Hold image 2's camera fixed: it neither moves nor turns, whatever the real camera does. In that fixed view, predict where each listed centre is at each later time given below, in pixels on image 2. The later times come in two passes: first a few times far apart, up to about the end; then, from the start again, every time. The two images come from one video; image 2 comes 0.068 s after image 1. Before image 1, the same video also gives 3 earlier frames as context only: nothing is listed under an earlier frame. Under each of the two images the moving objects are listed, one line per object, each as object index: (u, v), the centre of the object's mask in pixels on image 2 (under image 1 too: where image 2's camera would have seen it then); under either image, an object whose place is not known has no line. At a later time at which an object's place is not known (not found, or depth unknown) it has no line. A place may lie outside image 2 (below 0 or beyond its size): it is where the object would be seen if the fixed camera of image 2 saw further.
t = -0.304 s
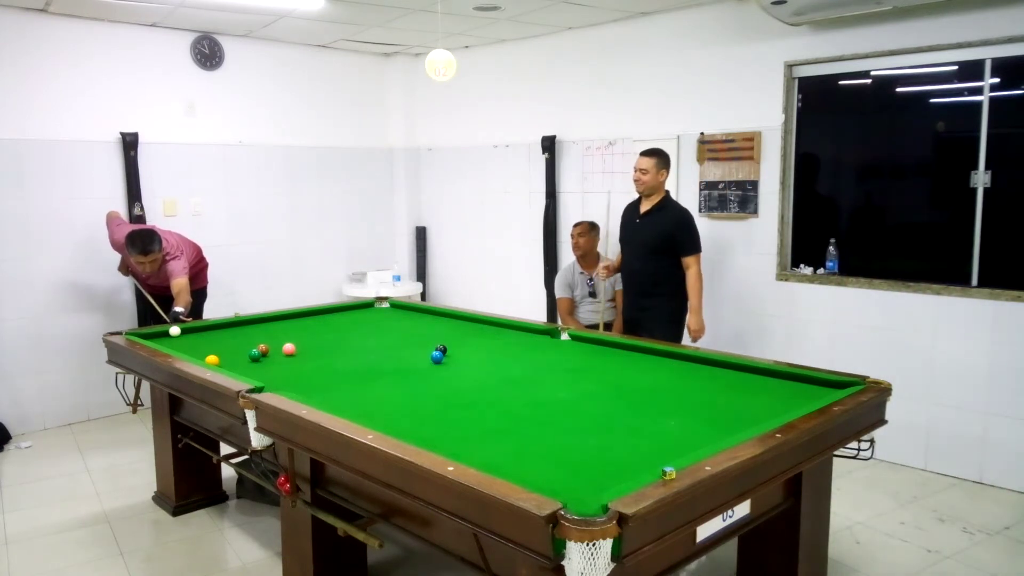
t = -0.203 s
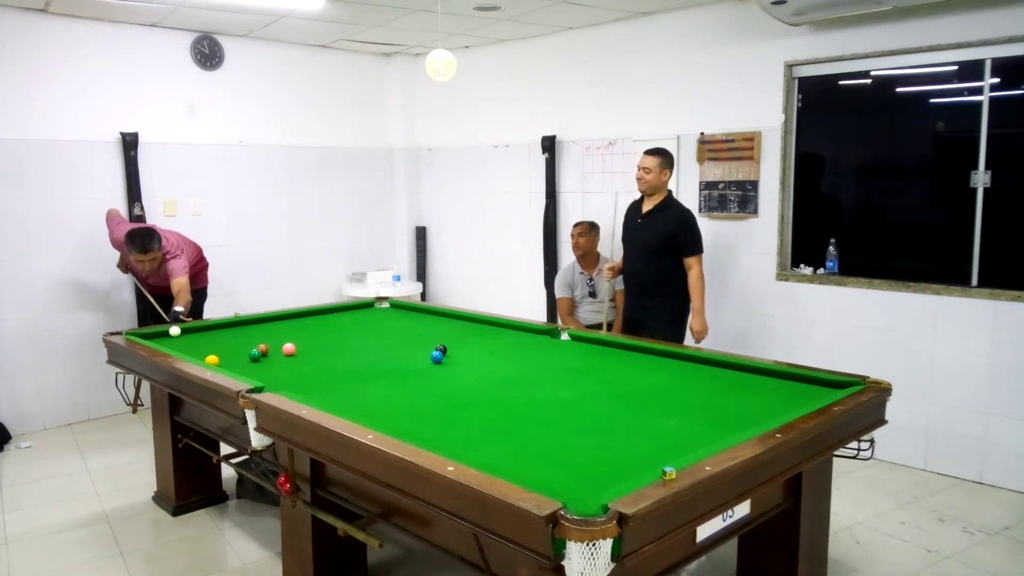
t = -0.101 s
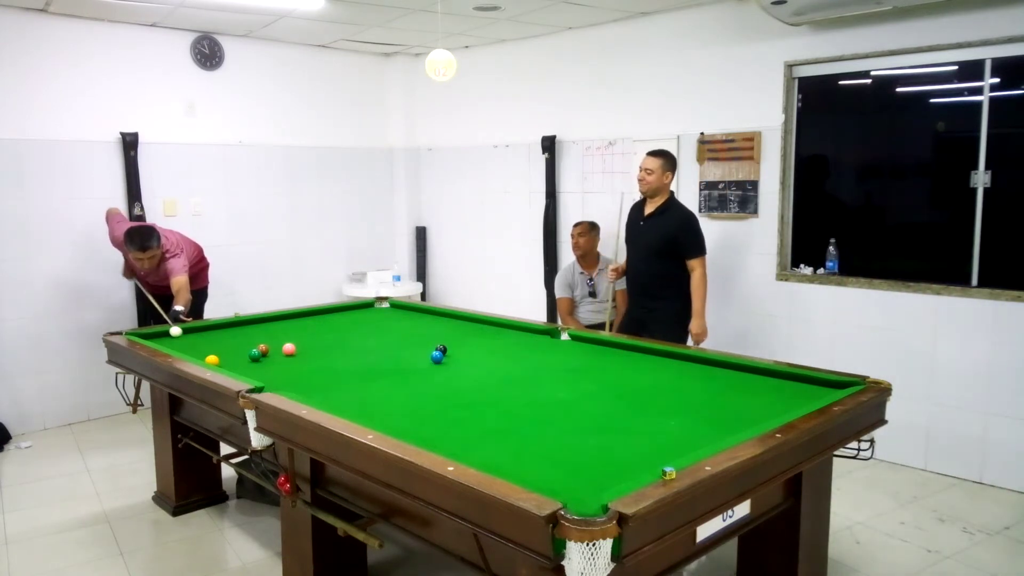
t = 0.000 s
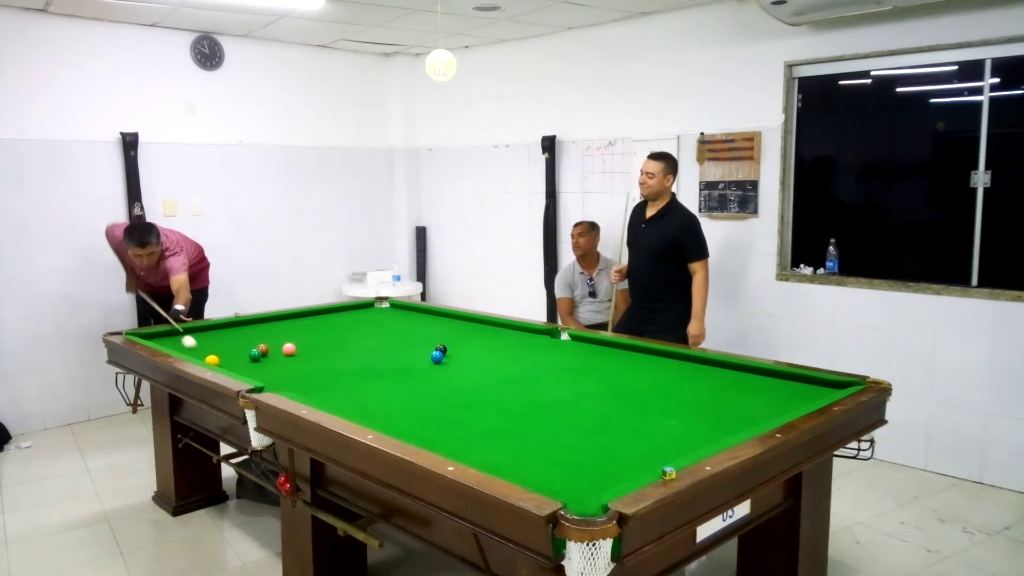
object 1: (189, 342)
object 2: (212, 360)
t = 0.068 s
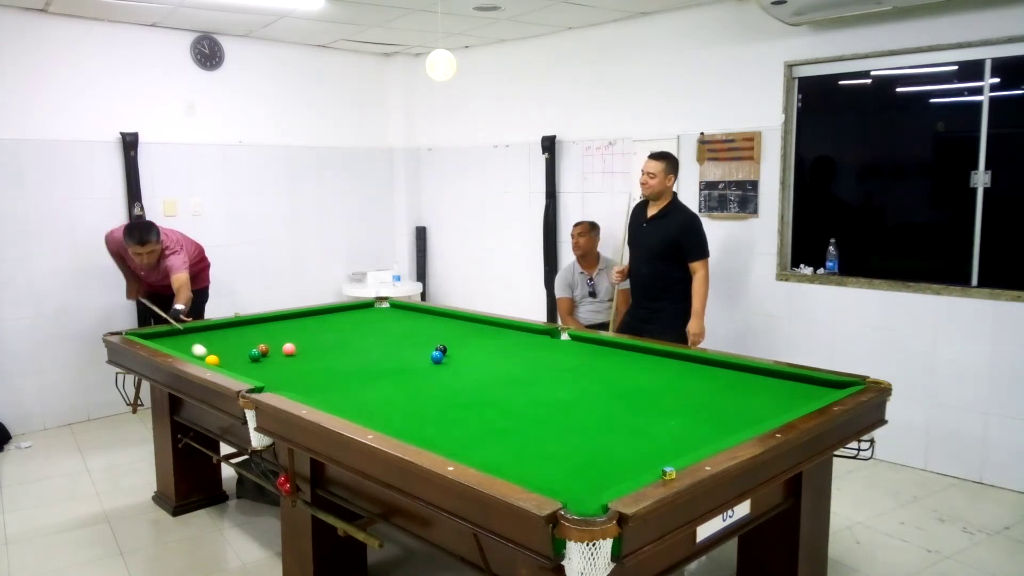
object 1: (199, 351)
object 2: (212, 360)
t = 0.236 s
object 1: (208, 359)
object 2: (252, 372)
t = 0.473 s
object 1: (221, 363)
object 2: (355, 392)
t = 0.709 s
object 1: (243, 370)
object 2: (458, 412)
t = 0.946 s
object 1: (267, 378)
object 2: (577, 436)
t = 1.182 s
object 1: (291, 386)
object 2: (663, 448)
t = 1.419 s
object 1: (317, 394)
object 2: (603, 421)
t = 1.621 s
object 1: (339, 401)
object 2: (568, 404)
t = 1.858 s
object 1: (366, 409)
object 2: (534, 388)
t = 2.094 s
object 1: (393, 418)
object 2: (505, 374)
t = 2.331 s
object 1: (420, 428)
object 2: (480, 362)
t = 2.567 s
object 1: (449, 437)
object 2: (460, 352)
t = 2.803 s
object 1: (479, 447)
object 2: (442, 341)
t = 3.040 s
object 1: (509, 457)
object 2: (426, 335)
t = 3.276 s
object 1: (540, 467)
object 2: (413, 329)
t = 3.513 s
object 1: (571, 478)
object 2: (401, 323)
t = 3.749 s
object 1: (601, 488)
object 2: (390, 317)
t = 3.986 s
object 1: (585, 485)
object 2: (381, 313)
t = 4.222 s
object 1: (567, 479)
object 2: (372, 309)
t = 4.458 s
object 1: (551, 475)
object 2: (366, 305)
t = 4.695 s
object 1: (538, 471)
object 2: (379, 305)
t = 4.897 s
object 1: (528, 469)
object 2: (390, 306)
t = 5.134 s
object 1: (519, 466)
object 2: (401, 307)
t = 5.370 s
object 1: (512, 464)
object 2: (409, 308)
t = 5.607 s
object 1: (506, 463)
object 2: (413, 309)
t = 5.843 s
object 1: (502, 462)
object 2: (417, 310)
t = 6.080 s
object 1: (501, 461)
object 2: (420, 311)
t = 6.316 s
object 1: (499, 462)
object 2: (423, 312)
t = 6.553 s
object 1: (500, 461)
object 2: (425, 313)
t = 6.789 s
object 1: (504, 460)
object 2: (427, 314)
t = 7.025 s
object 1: (500, 461)
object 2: (428, 314)
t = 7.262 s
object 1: (500, 461)
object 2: (429, 315)
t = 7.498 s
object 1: (500, 461)
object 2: (430, 315)
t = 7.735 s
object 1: (500, 461)
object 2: (430, 315)
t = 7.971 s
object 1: (500, 461)
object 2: (430, 315)
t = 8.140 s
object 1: (500, 461)
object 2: (430, 315)
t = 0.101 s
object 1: (203, 354)
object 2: (212, 360)
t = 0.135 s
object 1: (208, 357)
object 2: (216, 362)
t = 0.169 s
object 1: (208, 358)
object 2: (224, 365)
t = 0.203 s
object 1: (208, 358)
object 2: (238, 368)
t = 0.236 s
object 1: (208, 359)
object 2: (252, 372)
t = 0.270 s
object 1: (208, 359)
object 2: (267, 375)
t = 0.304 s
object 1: (208, 360)
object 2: (281, 378)
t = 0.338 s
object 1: (209, 360)
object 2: (296, 381)
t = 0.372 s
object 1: (212, 361)
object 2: (311, 384)
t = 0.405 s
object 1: (215, 362)
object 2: (326, 386)
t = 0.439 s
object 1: (218, 362)
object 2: (341, 389)
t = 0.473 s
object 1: (221, 363)
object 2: (355, 392)
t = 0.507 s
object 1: (224, 364)
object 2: (369, 395)
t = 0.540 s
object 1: (227, 365)
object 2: (384, 398)
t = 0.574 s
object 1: (231, 366)
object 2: (399, 401)
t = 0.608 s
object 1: (234, 367)
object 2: (413, 403)
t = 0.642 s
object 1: (237, 368)
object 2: (428, 406)
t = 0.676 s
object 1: (240, 369)
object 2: (443, 409)
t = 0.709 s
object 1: (243, 370)
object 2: (458, 412)
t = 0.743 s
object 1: (247, 372)
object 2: (473, 415)
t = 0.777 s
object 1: (250, 372)
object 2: (490, 418)
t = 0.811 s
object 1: (253, 374)
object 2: (506, 422)
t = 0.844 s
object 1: (257, 375)
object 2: (523, 425)
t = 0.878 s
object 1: (260, 376)
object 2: (540, 428)
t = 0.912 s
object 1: (264, 377)
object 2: (558, 432)
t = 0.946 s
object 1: (267, 378)
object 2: (577, 436)
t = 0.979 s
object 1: (271, 380)
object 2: (596, 439)
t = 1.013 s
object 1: (274, 381)
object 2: (615, 443)
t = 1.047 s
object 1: (278, 382)
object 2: (635, 447)
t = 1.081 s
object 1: (281, 383)
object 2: (656, 451)
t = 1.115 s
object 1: (284, 384)
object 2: (674, 453)
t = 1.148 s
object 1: (288, 385)
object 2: (674, 452)
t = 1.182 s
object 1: (291, 386)
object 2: (663, 448)
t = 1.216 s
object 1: (295, 387)
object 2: (651, 443)
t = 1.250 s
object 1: (299, 388)
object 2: (641, 439)
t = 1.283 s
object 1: (302, 389)
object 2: (632, 435)
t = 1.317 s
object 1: (306, 390)
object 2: (624, 431)
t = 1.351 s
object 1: (310, 391)
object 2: (617, 428)
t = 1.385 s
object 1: (313, 393)
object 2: (610, 425)
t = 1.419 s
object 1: (317, 394)
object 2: (603, 421)
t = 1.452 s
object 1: (321, 395)
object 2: (597, 418)
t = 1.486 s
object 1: (324, 396)
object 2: (591, 415)
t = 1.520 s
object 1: (328, 397)
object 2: (585, 412)
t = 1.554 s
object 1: (332, 398)
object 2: (579, 410)
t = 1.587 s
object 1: (336, 400)
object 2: (573, 407)
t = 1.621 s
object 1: (339, 401)
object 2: (568, 404)
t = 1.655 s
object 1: (343, 402)
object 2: (563, 402)
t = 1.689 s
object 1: (347, 403)
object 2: (557, 399)
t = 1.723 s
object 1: (350, 405)
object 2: (552, 397)
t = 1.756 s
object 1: (354, 406)
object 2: (548, 394)
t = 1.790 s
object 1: (358, 407)
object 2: (543, 392)
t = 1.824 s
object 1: (362, 408)
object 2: (538, 390)
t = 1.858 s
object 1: (366, 409)
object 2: (534, 388)
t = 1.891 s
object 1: (369, 411)
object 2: (529, 386)
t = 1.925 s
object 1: (373, 412)
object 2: (525, 384)
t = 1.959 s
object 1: (377, 413)
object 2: (521, 382)
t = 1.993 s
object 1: (381, 414)
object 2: (516, 379)
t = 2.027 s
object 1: (385, 416)
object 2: (512, 377)
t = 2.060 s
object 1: (389, 417)
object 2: (508, 376)
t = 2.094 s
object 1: (393, 418)
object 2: (505, 374)
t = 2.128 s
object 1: (397, 420)
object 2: (501, 372)
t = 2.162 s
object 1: (401, 421)
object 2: (497, 370)
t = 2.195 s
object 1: (404, 422)
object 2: (494, 368)
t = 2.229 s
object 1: (408, 424)
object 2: (490, 367)
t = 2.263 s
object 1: (412, 425)
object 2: (487, 365)
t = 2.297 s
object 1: (417, 426)
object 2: (484, 364)
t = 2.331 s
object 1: (420, 428)
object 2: (480, 362)
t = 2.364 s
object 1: (424, 429)
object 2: (477, 360)
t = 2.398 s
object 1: (428, 430)
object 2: (474, 359)
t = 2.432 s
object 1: (432, 432)
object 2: (471, 357)
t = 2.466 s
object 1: (437, 433)
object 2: (468, 356)
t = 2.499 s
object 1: (441, 435)
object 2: (466, 355)
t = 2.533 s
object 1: (445, 436)
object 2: (463, 353)
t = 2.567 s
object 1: (449, 437)
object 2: (460, 352)
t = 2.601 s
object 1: (453, 439)
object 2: (457, 350)
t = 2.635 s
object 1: (457, 440)
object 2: (455, 349)
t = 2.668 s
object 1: (462, 441)
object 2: (452, 348)
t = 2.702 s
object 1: (466, 443)
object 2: (450, 346)
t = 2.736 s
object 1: (470, 444)
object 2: (448, 344)
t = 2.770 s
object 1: (474, 445)
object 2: (445, 343)
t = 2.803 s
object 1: (479, 447)
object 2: (442, 341)
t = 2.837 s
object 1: (483, 448)
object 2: (440, 341)
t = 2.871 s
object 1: (487, 450)
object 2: (437, 340)
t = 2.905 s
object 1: (492, 451)
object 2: (435, 339)
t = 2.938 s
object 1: (496, 453)
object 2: (433, 338)
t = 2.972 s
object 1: (500, 454)
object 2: (431, 337)
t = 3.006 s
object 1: (505, 456)
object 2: (428, 336)
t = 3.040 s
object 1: (509, 457)
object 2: (426, 335)
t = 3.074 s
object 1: (513, 459)
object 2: (424, 334)
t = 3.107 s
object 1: (518, 460)
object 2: (422, 333)
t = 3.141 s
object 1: (522, 461)
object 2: (420, 332)
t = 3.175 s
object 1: (527, 463)
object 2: (419, 331)
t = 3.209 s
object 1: (531, 465)
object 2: (417, 330)
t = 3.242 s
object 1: (535, 466)
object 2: (415, 330)
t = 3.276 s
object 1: (540, 467)
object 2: (413, 329)
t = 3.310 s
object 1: (544, 469)
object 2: (411, 328)
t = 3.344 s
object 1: (549, 471)
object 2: (409, 327)
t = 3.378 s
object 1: (553, 472)
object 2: (408, 326)
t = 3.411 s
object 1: (558, 474)
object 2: (406, 325)
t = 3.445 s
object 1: (562, 475)
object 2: (404, 324)
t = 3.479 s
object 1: (567, 477)
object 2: (403, 324)
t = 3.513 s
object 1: (571, 478)
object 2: (401, 323)
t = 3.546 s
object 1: (576, 480)
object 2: (399, 322)
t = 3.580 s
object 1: (580, 481)
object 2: (398, 321)
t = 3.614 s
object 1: (585, 483)
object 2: (396, 320)
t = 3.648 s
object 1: (589, 485)
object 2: (395, 319)
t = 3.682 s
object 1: (594, 486)
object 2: (393, 319)
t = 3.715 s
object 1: (598, 487)
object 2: (392, 318)
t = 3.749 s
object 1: (601, 488)
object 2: (390, 317)
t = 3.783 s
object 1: (601, 488)
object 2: (389, 317)
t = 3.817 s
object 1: (599, 488)
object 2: (388, 316)
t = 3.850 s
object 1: (596, 487)
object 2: (386, 315)
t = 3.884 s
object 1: (594, 487)
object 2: (385, 315)
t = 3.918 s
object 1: (591, 486)
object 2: (383, 314)
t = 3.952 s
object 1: (588, 485)
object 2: (382, 313)
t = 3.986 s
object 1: (585, 485)
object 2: (381, 313)
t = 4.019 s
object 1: (582, 484)
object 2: (380, 312)
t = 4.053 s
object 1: (580, 483)
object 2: (378, 312)
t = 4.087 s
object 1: (577, 482)
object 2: (377, 311)
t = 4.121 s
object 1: (574, 481)
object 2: (376, 310)
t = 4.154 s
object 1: (572, 481)
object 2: (375, 310)
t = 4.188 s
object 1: (569, 480)
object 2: (374, 309)
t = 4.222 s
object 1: (567, 479)
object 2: (372, 309)
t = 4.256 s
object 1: (564, 479)
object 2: (371, 308)
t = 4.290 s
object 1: (562, 478)
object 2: (370, 308)
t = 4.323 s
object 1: (560, 477)
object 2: (369, 307)
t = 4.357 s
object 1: (557, 477)
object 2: (368, 306)
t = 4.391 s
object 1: (555, 476)
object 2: (367, 306)
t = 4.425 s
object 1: (553, 475)
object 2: (366, 305)
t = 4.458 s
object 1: (551, 475)
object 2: (366, 305)
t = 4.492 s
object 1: (549, 474)
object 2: (368, 305)
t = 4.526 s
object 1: (547, 474)
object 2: (370, 305)
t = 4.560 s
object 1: (545, 473)
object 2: (372, 305)
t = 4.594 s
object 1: (543, 473)
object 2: (373, 305)
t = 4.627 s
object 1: (541, 472)
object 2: (375, 305)
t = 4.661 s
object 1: (540, 472)
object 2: (377, 305)
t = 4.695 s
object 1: (538, 471)
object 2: (379, 305)
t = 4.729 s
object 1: (536, 471)
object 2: (381, 306)
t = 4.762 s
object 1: (535, 471)
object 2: (383, 306)
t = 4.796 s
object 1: (533, 470)
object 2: (385, 306)
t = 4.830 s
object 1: (531, 470)
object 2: (387, 306)
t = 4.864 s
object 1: (530, 469)
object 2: (388, 306)
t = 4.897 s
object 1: (528, 469)
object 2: (390, 306)
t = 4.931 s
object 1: (527, 468)
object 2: (392, 306)
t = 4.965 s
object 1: (526, 468)
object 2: (393, 306)
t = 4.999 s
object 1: (524, 467)
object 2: (395, 307)
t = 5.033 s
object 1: (523, 467)
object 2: (397, 307)
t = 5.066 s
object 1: (522, 467)
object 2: (399, 307)
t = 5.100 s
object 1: (520, 467)
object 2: (400, 307)
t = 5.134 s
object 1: (519, 466)
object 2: (401, 307)
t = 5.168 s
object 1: (518, 466)
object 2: (403, 307)
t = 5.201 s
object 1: (517, 466)
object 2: (405, 307)
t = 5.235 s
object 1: (516, 465)
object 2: (406, 307)
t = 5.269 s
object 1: (515, 465)
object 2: (407, 307)
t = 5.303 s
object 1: (514, 465)
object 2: (408, 308)
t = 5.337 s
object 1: (513, 465)
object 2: (408, 308)
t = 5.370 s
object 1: (512, 464)
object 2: (409, 308)
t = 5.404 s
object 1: (511, 464)
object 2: (409, 308)
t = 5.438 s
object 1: (510, 464)
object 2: (410, 308)
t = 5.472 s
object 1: (509, 463)
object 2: (411, 308)
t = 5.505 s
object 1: (508, 463)
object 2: (411, 309)
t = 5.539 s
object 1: (508, 463)
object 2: (412, 309)
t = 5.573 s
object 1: (507, 463)
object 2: (412, 309)
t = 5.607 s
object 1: (506, 463)
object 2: (413, 309)
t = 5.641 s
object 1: (506, 463)
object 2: (413, 309)
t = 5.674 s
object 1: (505, 462)
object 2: (414, 310)
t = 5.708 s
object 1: (505, 462)
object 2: (414, 310)
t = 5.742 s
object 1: (504, 462)
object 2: (415, 310)
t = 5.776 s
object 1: (503, 462)
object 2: (416, 310)
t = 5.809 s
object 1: (503, 462)
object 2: (416, 310)
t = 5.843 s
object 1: (502, 462)
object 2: (417, 310)
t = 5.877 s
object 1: (502, 462)
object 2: (417, 310)
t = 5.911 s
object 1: (502, 462)
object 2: (418, 311)
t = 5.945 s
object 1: (501, 462)
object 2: (418, 311)
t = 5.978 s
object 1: (498, 462)
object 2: (419, 311)
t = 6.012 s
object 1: (501, 461)
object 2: (419, 311)
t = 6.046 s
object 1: (502, 461)
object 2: (420, 311)
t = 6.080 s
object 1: (501, 461)
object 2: (420, 311)
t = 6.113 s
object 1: (500, 461)
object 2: (420, 311)
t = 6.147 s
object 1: (500, 462)
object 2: (421, 311)
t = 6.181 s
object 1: (499, 462)
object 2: (421, 312)
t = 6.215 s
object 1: (499, 462)
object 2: (422, 312)
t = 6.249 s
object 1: (500, 462)
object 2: (422, 312)
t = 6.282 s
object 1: (499, 462)
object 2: (422, 312)
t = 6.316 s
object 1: (499, 462)
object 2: (423, 312)
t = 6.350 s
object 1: (499, 462)
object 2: (423, 312)
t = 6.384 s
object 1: (500, 461)
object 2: (423, 313)
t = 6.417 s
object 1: (500, 461)
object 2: (424, 313)
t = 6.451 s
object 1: (500, 461)
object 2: (424, 313)
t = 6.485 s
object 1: (500, 462)
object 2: (424, 313)
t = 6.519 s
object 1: (500, 461)
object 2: (425, 313)
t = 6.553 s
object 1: (500, 461)
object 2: (425, 313)
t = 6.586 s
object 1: (500, 461)
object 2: (426, 313)
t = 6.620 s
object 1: (500, 461)
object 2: (426, 314)
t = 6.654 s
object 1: (500, 461)
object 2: (426, 313)
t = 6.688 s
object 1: (501, 461)
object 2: (427, 314)
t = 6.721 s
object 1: (502, 461)
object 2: (427, 314)
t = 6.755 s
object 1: (503, 460)
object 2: (427, 314)
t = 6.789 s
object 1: (504, 460)
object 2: (427, 314)
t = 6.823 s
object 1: (494, 462)
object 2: (429, 313)
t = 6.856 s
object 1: (497, 461)
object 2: (427, 314)
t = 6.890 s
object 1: (500, 461)
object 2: (428, 314)
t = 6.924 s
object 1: (500, 461)
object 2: (428, 314)
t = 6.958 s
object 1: (500, 461)
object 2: (428, 314)
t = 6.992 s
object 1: (500, 461)
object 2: (428, 314)
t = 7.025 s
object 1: (500, 461)
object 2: (428, 314)
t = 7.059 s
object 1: (500, 461)
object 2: (429, 314)
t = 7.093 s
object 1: (500, 461)
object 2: (429, 314)
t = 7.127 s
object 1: (500, 461)
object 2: (429, 314)
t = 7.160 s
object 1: (500, 461)
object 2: (429, 314)
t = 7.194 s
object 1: (500, 461)
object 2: (429, 314)
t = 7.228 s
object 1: (500, 461)
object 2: (429, 315)
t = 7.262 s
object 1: (500, 461)
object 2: (429, 315)
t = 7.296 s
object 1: (500, 461)
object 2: (430, 315)
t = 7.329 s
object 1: (500, 461)
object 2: (430, 315)
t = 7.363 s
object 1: (500, 461)
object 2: (430, 315)
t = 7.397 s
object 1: (500, 461)
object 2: (430, 315)
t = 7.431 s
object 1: (500, 461)
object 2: (430, 315)
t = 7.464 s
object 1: (500, 461)
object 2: (430, 315)
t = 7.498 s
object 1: (500, 461)
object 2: (430, 315)
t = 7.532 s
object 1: (500, 461)
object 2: (430, 315)
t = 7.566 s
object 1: (500, 461)
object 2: (430, 315)
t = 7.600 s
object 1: (500, 461)
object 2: (430, 315)
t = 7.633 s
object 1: (500, 461)
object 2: (430, 315)
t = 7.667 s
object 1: (500, 461)
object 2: (430, 315)
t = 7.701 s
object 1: (500, 461)
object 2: (430, 315)
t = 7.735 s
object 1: (500, 461)
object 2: (430, 315)
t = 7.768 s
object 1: (500, 461)
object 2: (430, 315)
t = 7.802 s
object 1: (500, 461)
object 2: (430, 315)
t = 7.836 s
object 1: (500, 461)
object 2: (430, 315)
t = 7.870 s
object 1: (500, 461)
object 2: (430, 315)
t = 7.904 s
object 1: (500, 461)
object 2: (430, 315)
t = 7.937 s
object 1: (500, 461)
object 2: (430, 315)
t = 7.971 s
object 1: (500, 461)
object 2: (430, 315)
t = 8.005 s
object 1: (500, 461)
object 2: (430, 315)
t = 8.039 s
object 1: (500, 461)
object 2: (430, 315)
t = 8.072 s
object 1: (500, 461)
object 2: (430, 315)
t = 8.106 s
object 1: (500, 461)
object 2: (430, 315)
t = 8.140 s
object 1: (500, 461)
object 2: (430, 315)
